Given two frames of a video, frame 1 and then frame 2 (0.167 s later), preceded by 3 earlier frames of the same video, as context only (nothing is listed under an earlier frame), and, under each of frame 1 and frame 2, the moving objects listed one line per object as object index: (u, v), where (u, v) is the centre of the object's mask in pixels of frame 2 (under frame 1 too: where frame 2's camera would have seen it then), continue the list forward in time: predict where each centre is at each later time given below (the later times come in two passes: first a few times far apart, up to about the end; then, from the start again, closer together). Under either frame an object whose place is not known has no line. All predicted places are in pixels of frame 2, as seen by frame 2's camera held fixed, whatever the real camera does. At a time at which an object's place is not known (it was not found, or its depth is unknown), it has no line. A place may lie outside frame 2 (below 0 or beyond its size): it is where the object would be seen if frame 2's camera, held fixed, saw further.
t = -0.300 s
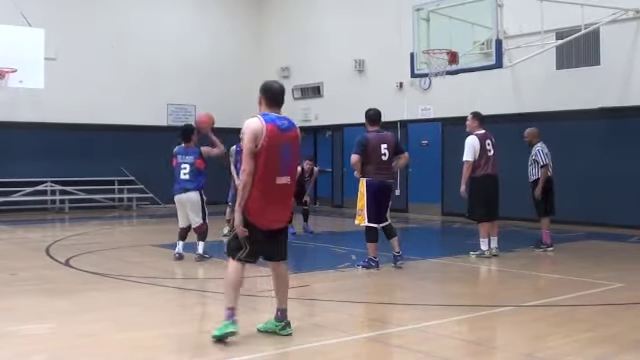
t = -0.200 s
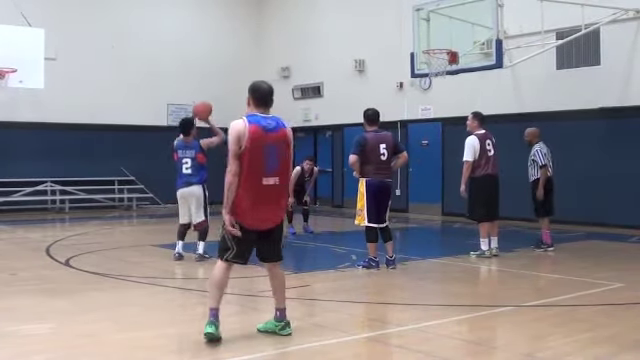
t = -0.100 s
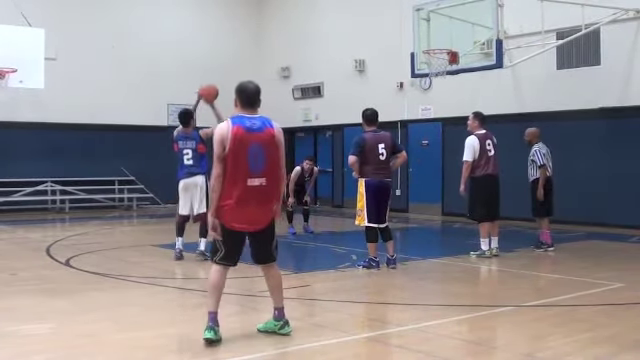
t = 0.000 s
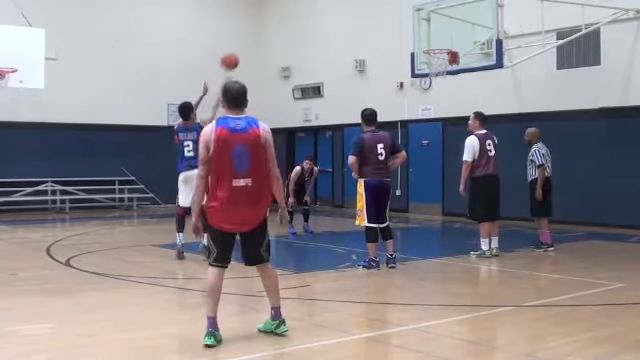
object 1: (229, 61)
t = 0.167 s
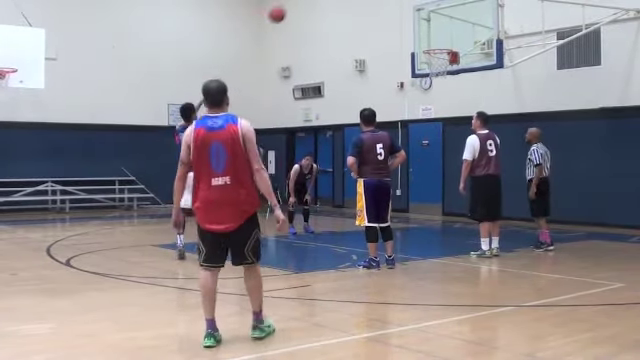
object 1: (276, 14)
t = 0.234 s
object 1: (294, 4)
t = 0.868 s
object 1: (432, 36)
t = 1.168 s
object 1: (435, 25)
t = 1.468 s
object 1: (426, 37)
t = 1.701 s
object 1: (413, 85)
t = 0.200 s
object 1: (285, 8)
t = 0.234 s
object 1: (294, 4)
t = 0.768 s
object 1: (413, 15)
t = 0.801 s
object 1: (420, 21)
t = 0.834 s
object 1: (426, 29)
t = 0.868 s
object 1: (432, 36)
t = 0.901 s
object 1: (438, 43)
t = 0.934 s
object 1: (440, 49)
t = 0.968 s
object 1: (437, 47)
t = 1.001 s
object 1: (435, 43)
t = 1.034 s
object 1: (435, 39)
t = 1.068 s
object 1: (435, 34)
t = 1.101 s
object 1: (435, 31)
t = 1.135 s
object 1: (435, 27)
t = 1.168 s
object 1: (435, 25)
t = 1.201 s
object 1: (435, 24)
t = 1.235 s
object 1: (435, 22)
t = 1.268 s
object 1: (435, 22)
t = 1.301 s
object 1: (435, 22)
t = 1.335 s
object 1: (434, 24)
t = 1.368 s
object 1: (432, 26)
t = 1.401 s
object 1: (430, 29)
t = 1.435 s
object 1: (428, 32)
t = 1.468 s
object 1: (426, 37)
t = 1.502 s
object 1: (424, 42)
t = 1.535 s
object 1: (422, 47)
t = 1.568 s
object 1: (420, 54)
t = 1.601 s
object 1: (419, 60)
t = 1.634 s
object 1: (417, 67)
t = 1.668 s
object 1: (415, 77)
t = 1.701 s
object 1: (413, 85)
